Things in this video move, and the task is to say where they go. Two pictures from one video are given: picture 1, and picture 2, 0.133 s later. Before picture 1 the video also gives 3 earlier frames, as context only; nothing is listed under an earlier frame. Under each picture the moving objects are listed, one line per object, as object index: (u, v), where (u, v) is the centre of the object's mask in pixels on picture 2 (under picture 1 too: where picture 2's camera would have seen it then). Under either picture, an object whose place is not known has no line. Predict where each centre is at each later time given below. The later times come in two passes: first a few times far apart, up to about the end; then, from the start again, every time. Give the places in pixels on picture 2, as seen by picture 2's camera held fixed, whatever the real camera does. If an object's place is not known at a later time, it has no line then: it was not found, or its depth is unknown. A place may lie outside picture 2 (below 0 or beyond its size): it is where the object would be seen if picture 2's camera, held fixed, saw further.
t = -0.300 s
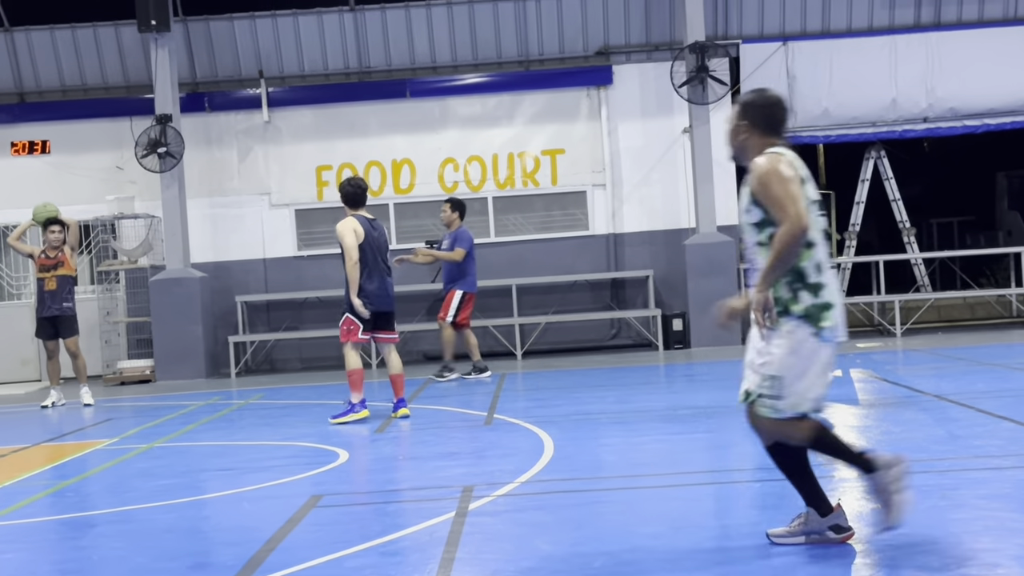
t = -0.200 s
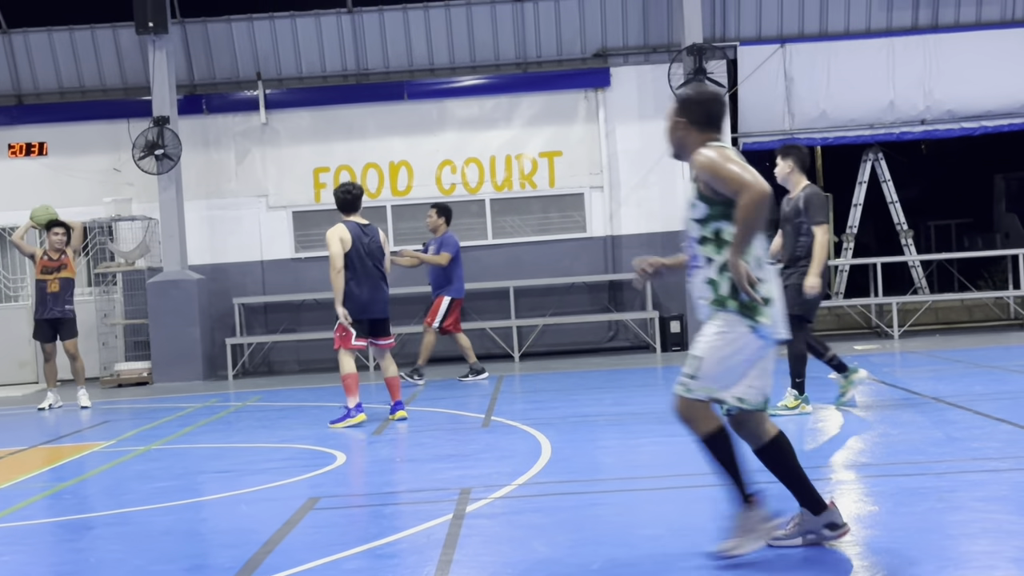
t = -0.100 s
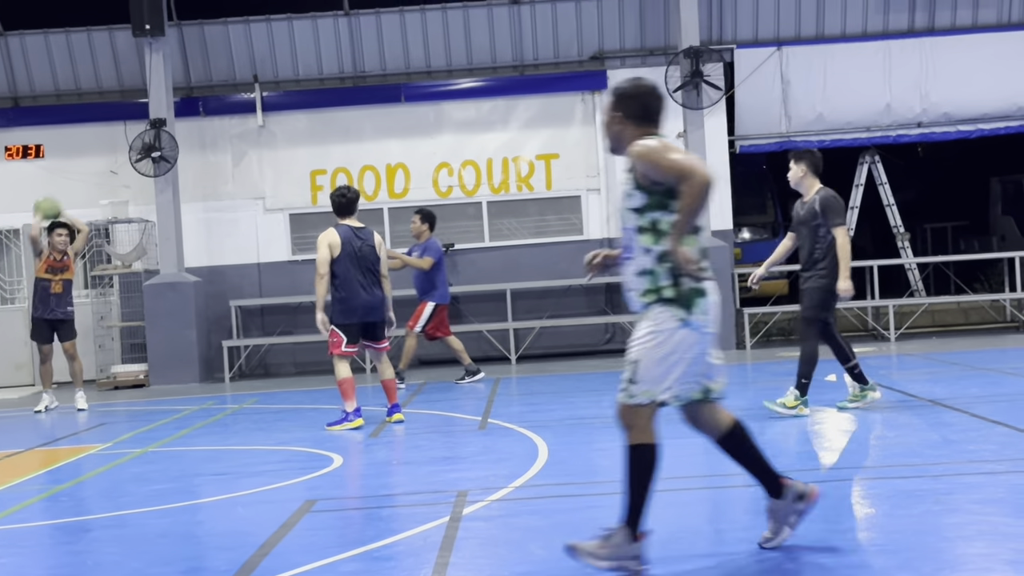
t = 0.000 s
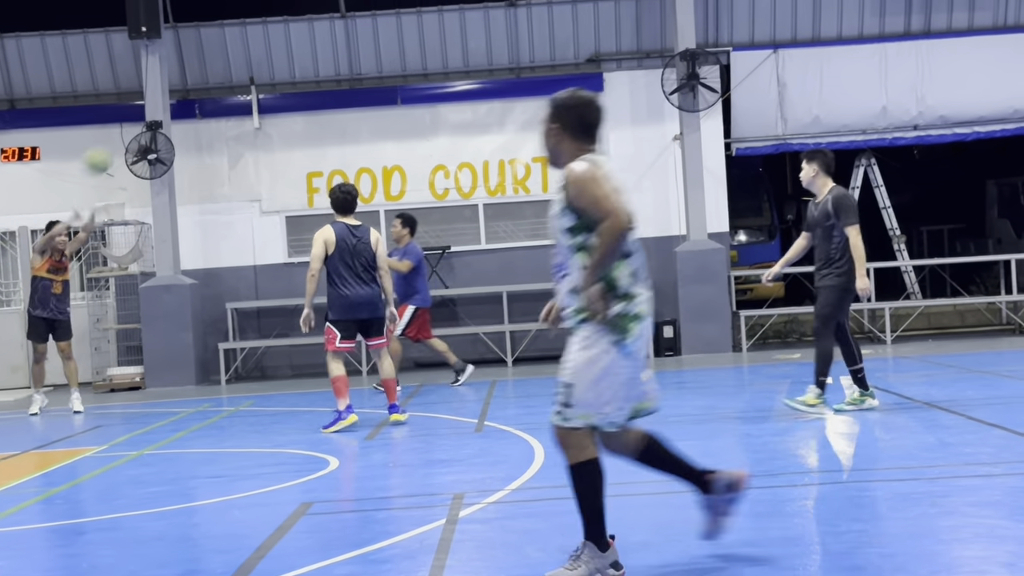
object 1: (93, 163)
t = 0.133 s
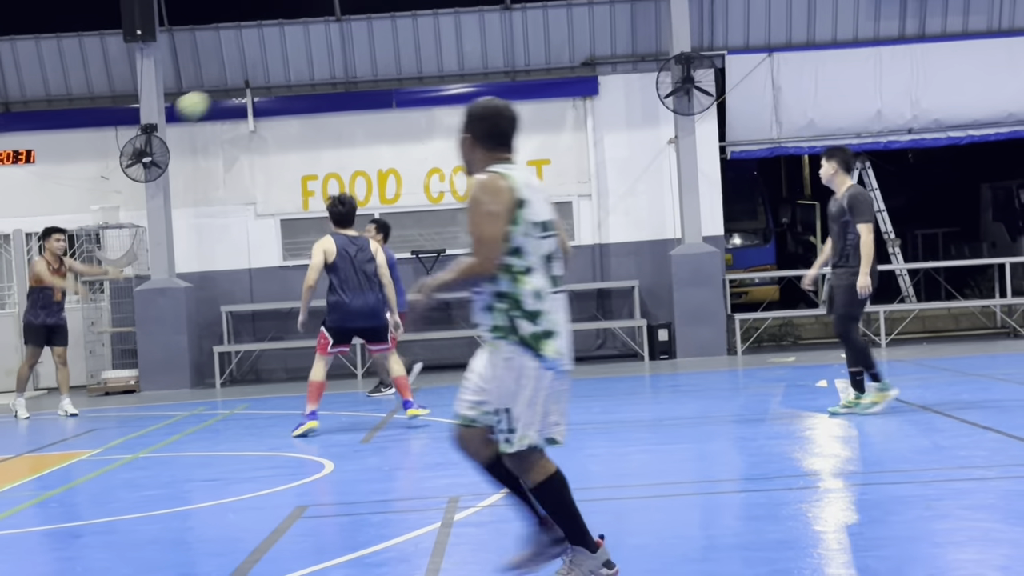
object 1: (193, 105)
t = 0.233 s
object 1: (273, 73)
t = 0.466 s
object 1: (479, 37)
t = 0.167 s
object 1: (219, 93)
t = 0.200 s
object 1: (245, 82)
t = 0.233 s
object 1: (273, 73)
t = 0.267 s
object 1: (301, 63)
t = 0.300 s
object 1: (328, 56)
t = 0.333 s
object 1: (361, 47)
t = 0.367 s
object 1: (387, 45)
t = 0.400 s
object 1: (418, 40)
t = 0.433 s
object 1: (449, 38)
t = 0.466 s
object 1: (479, 37)
